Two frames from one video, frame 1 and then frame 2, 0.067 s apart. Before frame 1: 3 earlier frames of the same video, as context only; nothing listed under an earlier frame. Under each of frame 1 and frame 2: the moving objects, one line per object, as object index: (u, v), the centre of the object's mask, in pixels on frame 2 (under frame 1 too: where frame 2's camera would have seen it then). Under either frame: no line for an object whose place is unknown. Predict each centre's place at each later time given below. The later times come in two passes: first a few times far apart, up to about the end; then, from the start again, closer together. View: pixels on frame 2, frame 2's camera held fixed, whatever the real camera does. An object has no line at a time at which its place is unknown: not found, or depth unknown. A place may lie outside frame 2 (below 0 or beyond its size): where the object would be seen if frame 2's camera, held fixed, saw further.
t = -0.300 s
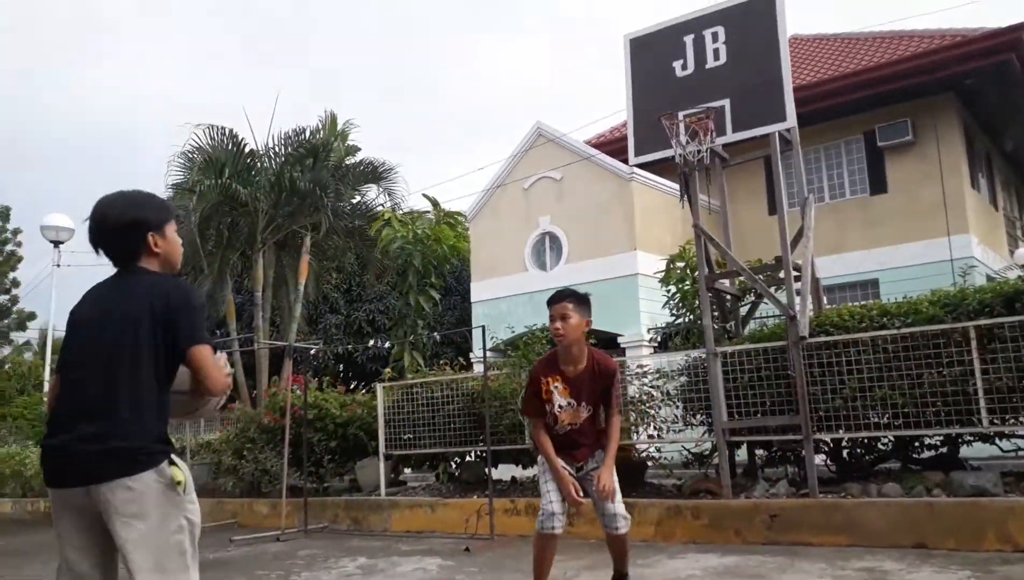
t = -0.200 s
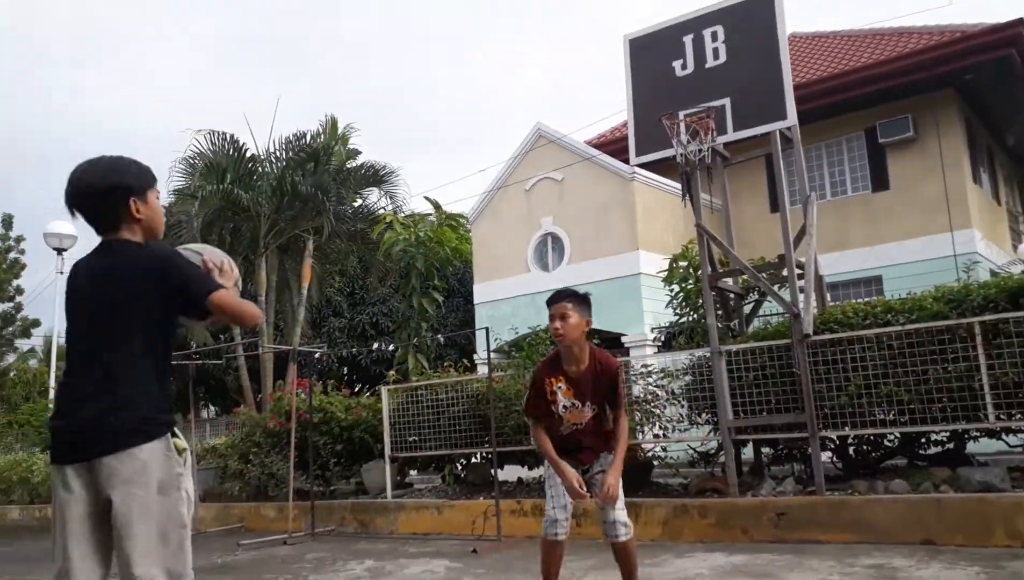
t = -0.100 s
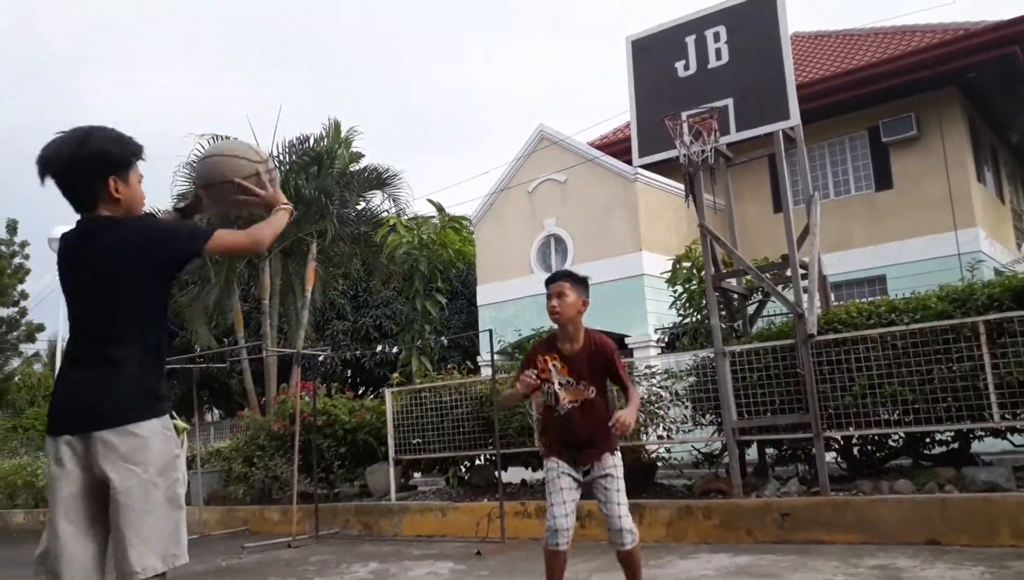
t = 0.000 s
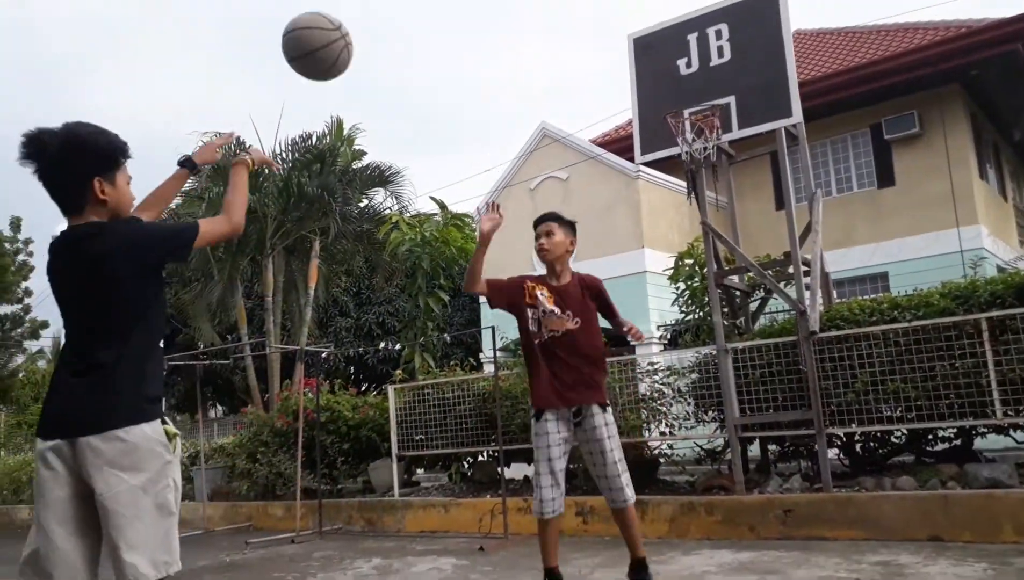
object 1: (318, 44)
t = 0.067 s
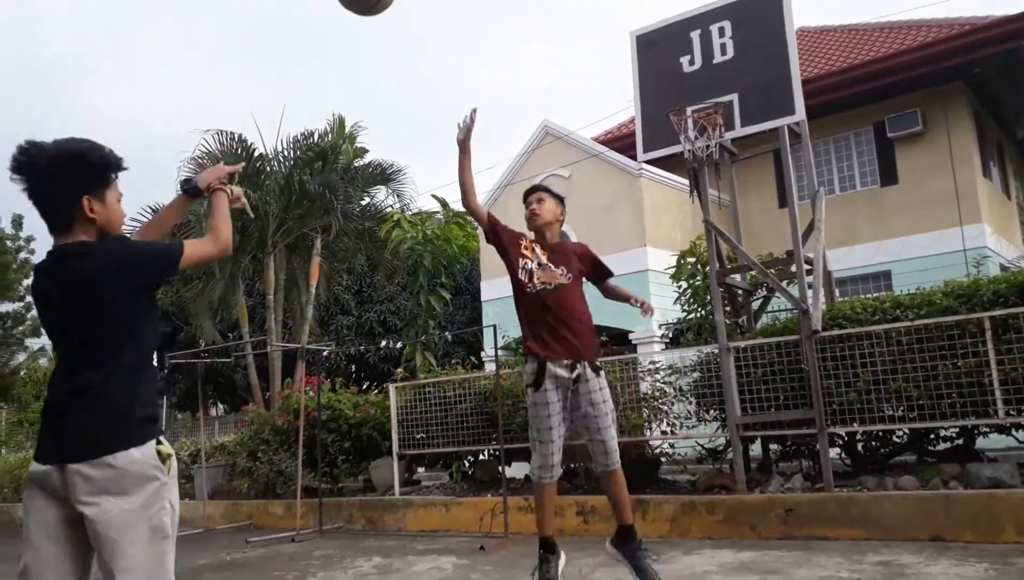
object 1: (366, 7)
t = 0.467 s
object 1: (564, -107)
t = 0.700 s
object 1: (645, -29)
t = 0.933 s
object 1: (700, 86)
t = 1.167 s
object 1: (622, 74)
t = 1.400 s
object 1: (546, 147)
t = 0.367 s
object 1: (529, -109)
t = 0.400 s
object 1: (540, -111)
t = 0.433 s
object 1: (553, -110)
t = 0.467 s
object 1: (564, -107)
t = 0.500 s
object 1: (574, -104)
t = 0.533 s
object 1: (585, -96)
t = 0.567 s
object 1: (597, -84)
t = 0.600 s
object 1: (609, -71)
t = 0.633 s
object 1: (621, -58)
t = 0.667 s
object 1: (633, -45)
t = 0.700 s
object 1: (645, -29)
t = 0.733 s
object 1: (657, -12)
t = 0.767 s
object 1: (668, 6)
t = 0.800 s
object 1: (679, 27)
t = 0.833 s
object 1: (690, 48)
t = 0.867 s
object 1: (701, 71)
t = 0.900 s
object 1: (710, 89)
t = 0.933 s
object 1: (700, 86)
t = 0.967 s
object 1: (689, 78)
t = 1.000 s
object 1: (678, 73)
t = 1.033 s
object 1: (665, 69)
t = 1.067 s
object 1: (655, 68)
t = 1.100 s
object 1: (644, 69)
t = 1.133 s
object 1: (633, 71)
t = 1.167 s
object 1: (622, 74)
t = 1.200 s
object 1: (611, 79)
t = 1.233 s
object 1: (600, 85)
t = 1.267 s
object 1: (589, 93)
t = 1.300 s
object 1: (578, 104)
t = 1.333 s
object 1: (567, 117)
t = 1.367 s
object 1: (557, 131)
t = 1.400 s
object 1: (546, 147)
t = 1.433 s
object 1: (536, 166)
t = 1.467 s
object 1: (525, 186)
